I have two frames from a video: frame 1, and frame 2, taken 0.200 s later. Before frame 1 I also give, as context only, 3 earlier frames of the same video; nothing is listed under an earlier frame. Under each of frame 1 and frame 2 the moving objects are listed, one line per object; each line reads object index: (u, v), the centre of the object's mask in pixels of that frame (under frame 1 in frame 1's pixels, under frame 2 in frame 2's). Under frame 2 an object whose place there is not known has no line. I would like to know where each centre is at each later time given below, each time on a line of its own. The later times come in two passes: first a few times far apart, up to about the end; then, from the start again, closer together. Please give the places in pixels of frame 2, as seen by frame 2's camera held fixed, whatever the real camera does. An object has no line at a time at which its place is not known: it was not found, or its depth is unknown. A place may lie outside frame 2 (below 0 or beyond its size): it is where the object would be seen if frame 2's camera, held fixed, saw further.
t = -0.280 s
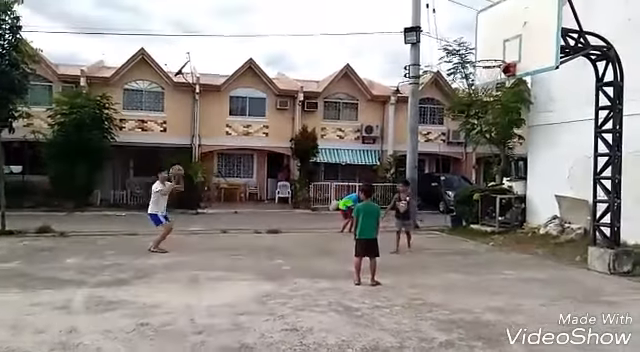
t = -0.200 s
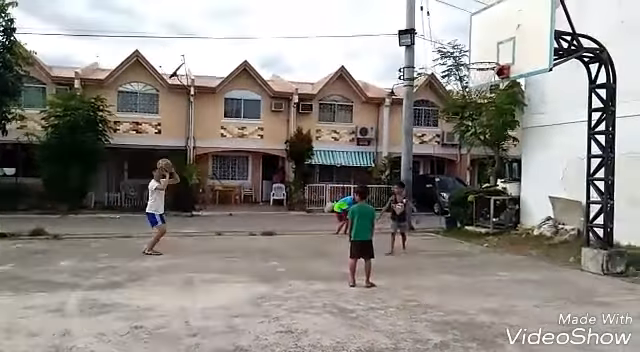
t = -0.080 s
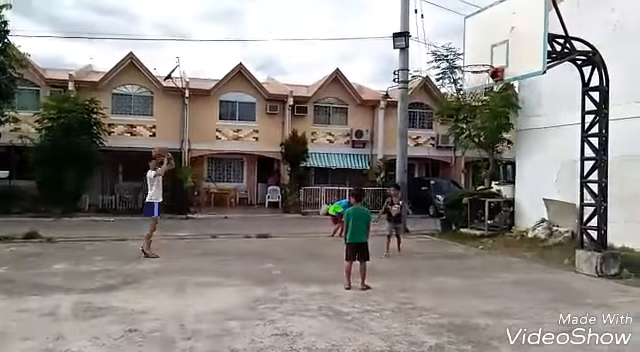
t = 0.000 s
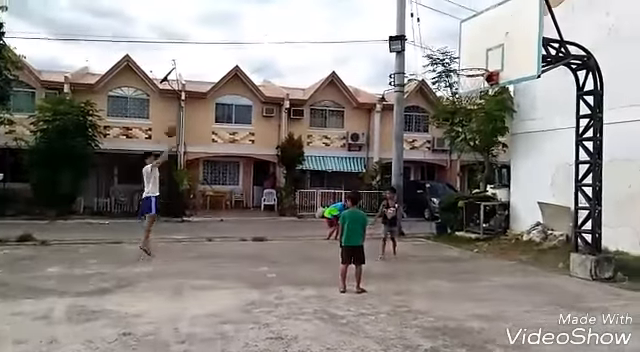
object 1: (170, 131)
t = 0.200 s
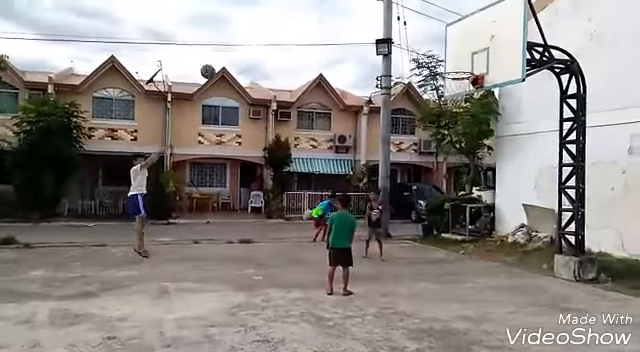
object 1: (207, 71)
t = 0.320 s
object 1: (249, 36)
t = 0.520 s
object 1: (303, 12)
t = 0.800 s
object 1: (379, 14)
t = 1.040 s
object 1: (450, 54)
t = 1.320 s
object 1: (436, 18)
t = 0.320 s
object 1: (249, 36)
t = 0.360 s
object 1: (260, 29)
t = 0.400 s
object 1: (271, 24)
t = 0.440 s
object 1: (281, 20)
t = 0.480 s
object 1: (292, 15)
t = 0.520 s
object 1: (303, 12)
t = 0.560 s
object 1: (313, 10)
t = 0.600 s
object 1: (324, 8)
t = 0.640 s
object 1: (335, 7)
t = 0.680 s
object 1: (346, 7)
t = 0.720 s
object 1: (358, 8)
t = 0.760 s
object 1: (369, 10)
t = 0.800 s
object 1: (379, 14)
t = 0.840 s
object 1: (394, 18)
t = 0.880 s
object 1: (403, 23)
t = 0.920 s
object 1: (414, 29)
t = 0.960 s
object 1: (426, 36)
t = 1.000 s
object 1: (437, 44)
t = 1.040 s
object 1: (450, 54)
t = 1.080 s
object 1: (461, 64)
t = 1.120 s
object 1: (466, 66)
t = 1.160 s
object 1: (460, 55)
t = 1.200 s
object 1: (454, 44)
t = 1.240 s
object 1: (448, 34)
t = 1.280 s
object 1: (442, 26)
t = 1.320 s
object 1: (436, 18)
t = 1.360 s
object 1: (430, 10)
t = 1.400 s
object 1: (423, 5)
